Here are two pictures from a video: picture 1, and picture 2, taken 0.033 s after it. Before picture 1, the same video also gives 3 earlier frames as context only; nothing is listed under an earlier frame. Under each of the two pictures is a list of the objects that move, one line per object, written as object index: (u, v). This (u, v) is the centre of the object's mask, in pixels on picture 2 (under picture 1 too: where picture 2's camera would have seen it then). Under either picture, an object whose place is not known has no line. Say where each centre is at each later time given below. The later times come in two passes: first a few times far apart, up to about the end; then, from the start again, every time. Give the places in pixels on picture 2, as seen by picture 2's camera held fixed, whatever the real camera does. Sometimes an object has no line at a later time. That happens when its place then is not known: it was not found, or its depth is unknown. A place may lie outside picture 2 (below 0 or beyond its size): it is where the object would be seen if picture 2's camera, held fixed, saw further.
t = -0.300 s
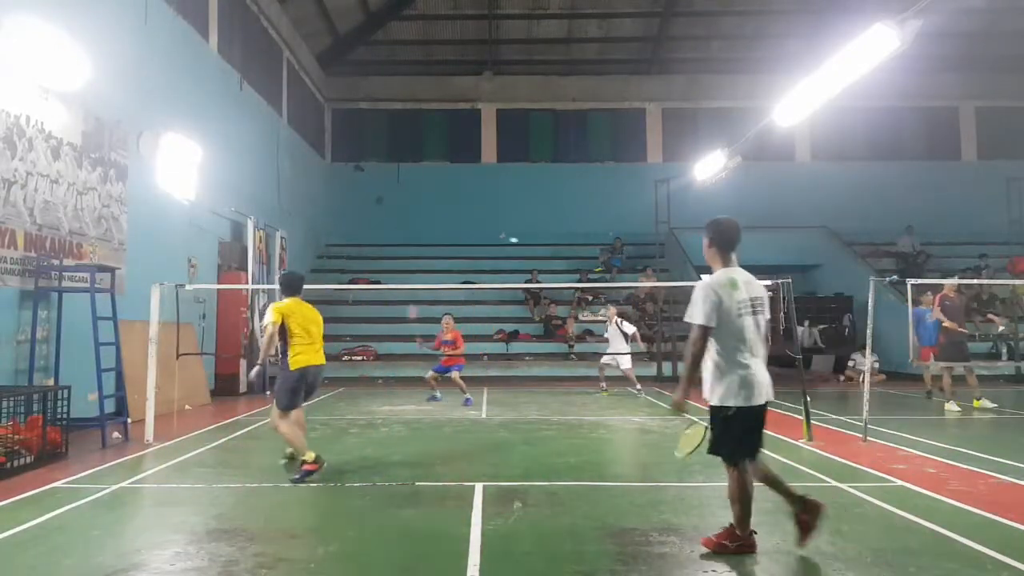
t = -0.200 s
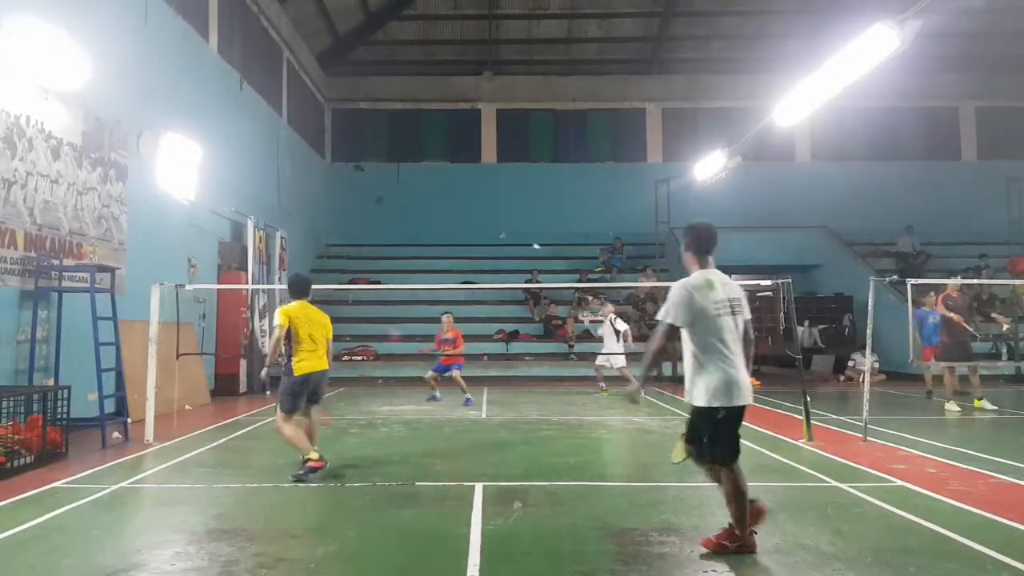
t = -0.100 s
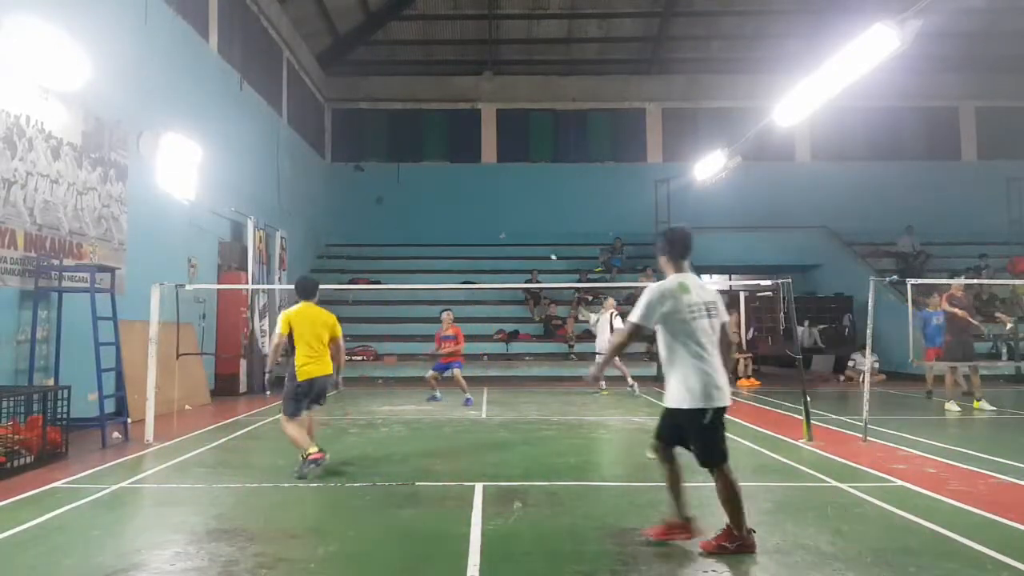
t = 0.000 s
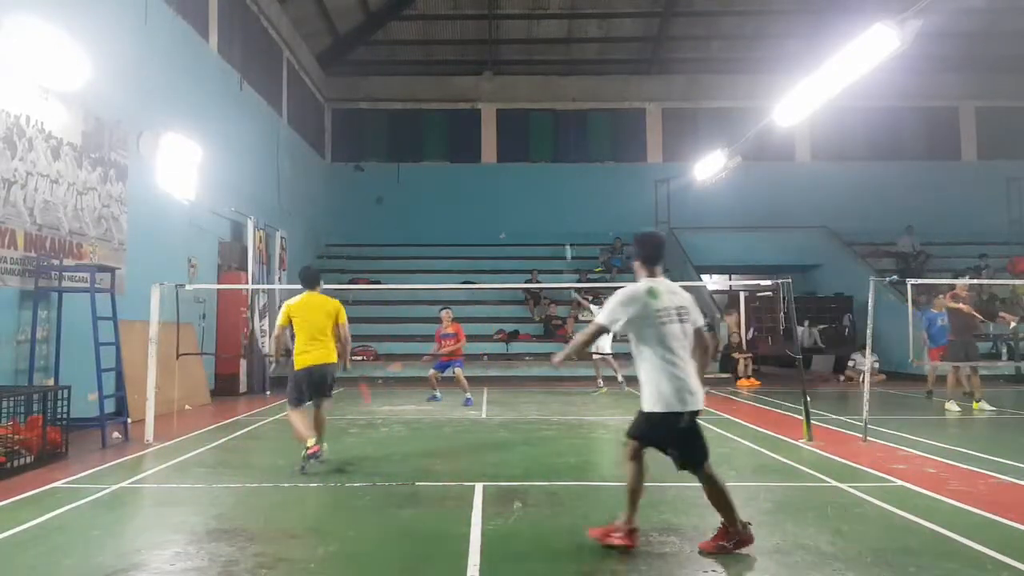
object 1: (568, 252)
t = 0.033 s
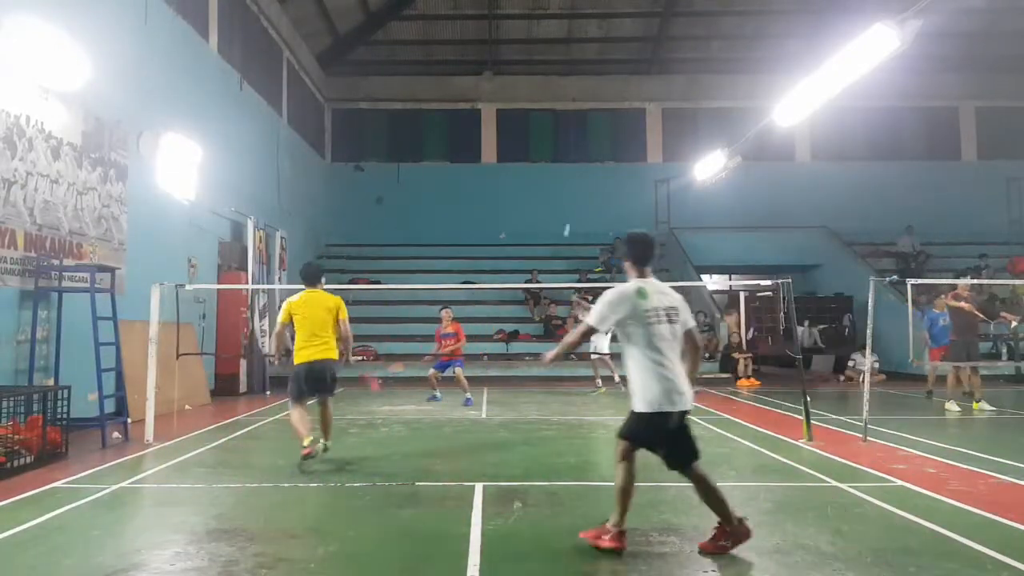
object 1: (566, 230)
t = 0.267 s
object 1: (574, 120)
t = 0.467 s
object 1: (577, 65)
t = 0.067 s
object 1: (569, 211)
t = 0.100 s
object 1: (569, 193)
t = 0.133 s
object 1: (570, 176)
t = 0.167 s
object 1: (572, 161)
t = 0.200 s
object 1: (572, 146)
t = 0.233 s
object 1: (573, 132)
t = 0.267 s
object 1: (574, 120)
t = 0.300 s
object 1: (574, 108)
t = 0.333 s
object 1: (575, 97)
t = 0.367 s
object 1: (576, 88)
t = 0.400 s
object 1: (576, 80)
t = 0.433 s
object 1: (577, 72)
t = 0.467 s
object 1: (577, 65)
